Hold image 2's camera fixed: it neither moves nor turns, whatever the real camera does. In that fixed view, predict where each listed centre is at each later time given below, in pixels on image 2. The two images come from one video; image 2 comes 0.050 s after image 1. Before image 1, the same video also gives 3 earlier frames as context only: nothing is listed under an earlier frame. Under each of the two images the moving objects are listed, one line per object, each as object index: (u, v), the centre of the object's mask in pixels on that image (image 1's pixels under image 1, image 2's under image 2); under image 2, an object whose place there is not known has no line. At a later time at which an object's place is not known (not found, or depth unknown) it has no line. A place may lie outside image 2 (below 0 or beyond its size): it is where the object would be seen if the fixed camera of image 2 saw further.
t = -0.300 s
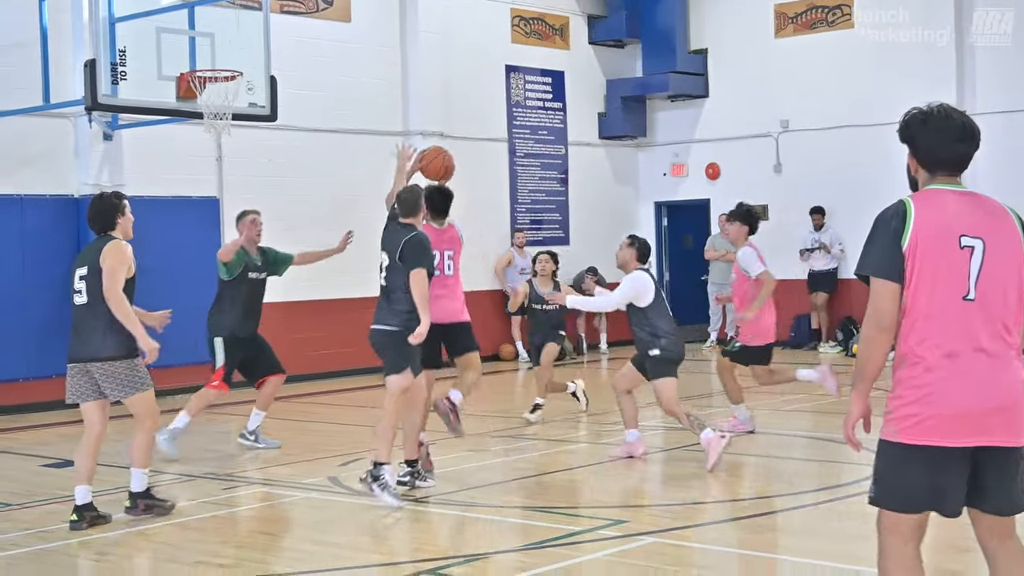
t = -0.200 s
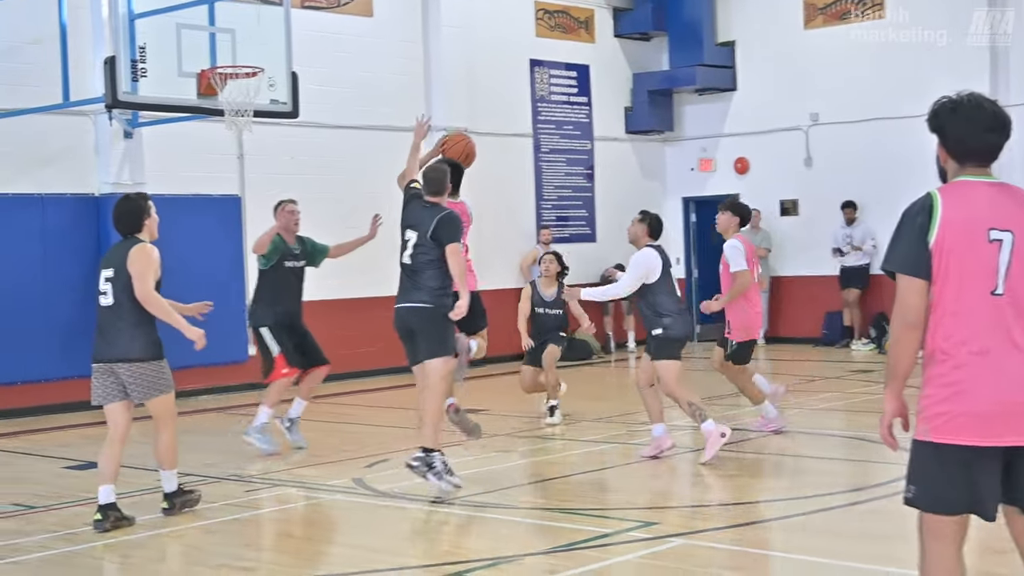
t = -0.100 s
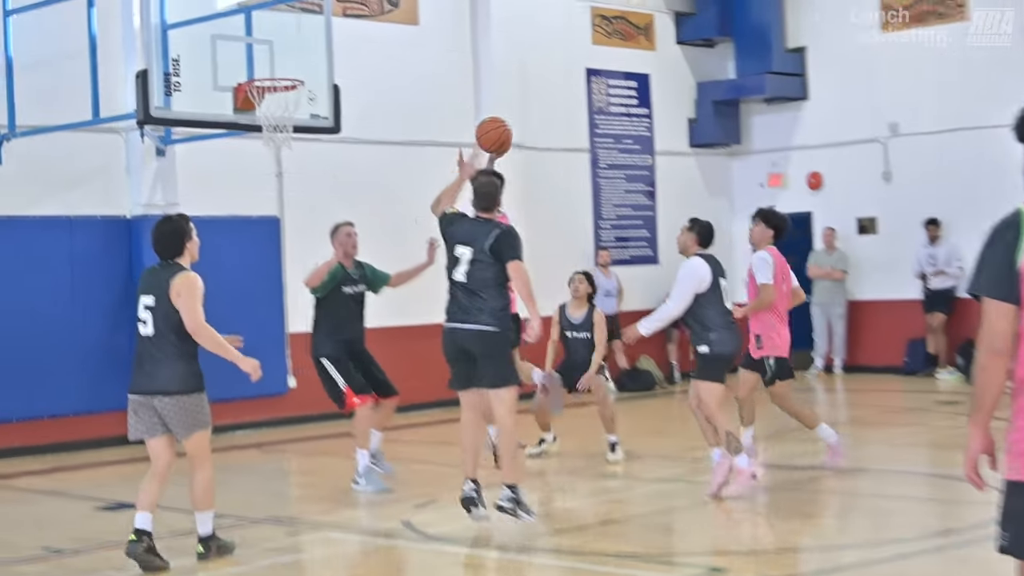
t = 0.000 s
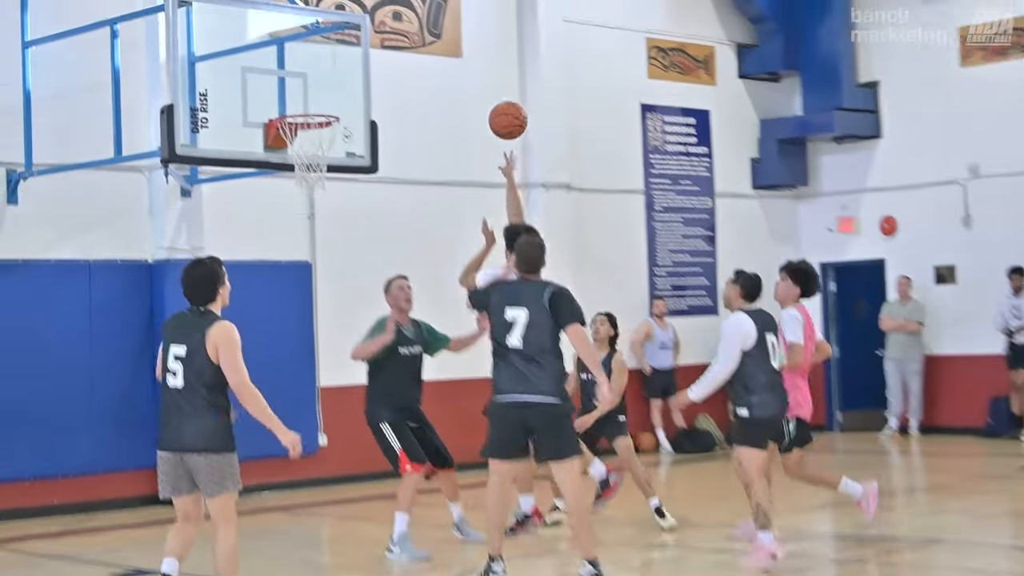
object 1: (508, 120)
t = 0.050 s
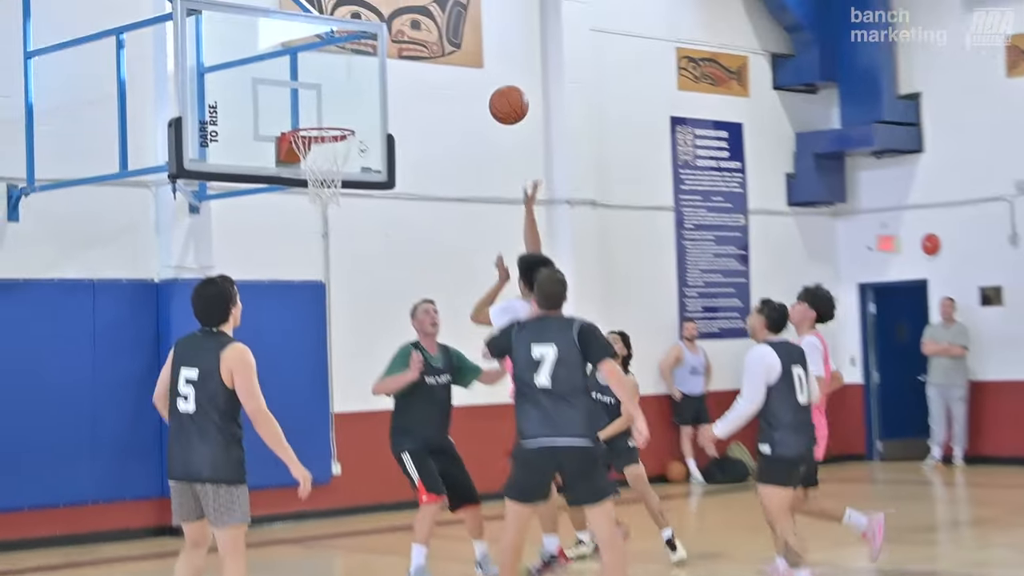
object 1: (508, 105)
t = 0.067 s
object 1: (501, 96)
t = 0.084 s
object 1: (494, 88)
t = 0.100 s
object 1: (486, 81)
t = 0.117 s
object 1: (479, 74)
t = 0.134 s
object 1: (472, 68)
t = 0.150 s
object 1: (464, 62)
